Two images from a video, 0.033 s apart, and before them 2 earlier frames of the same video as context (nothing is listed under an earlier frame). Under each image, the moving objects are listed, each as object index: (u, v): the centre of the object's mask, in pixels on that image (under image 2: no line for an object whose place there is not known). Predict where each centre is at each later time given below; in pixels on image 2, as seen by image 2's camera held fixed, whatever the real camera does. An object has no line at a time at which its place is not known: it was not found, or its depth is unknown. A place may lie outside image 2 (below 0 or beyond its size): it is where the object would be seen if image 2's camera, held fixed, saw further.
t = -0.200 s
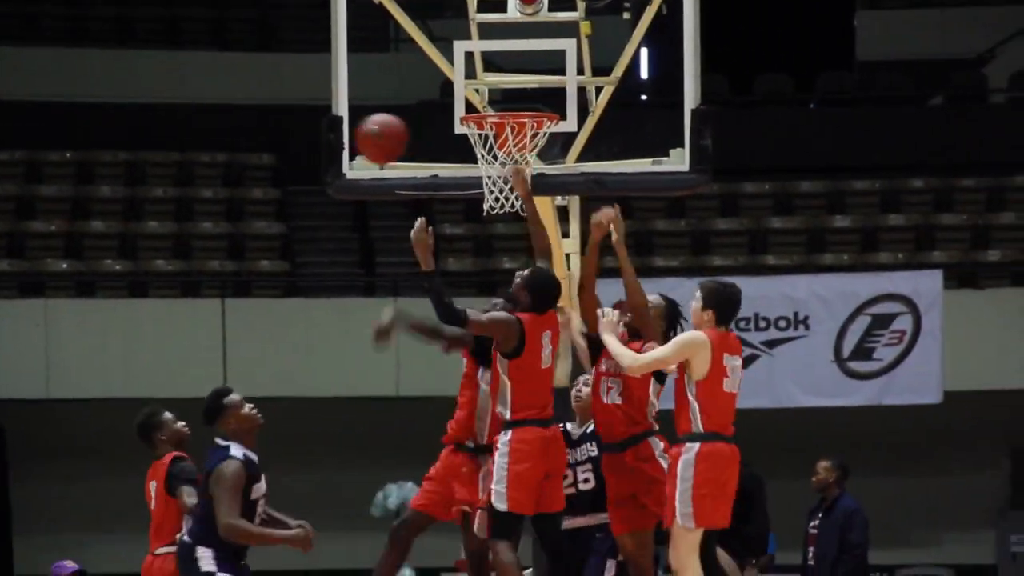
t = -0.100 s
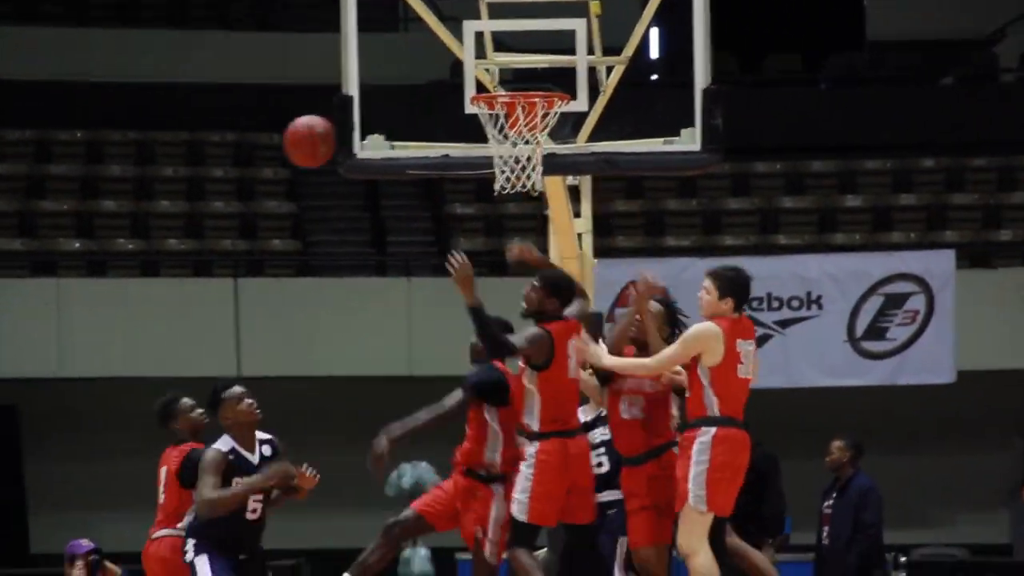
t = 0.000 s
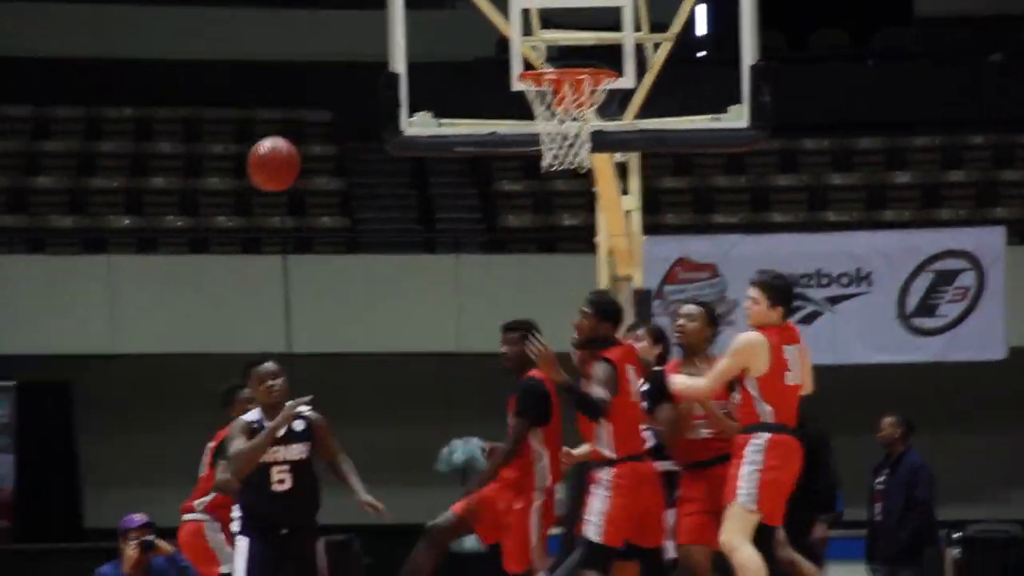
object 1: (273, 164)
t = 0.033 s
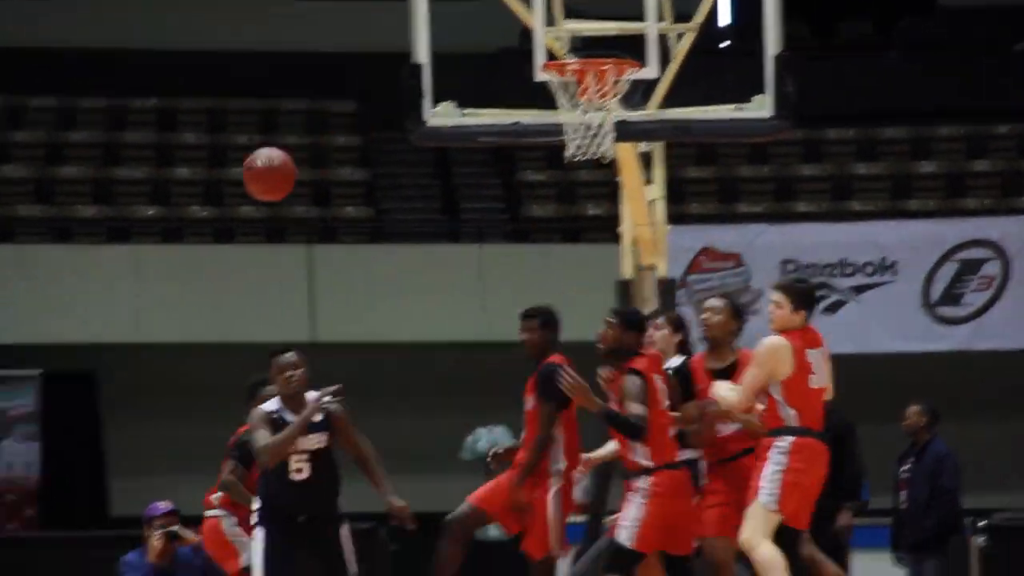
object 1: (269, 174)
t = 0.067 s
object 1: (242, 195)
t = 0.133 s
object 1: (188, 243)
